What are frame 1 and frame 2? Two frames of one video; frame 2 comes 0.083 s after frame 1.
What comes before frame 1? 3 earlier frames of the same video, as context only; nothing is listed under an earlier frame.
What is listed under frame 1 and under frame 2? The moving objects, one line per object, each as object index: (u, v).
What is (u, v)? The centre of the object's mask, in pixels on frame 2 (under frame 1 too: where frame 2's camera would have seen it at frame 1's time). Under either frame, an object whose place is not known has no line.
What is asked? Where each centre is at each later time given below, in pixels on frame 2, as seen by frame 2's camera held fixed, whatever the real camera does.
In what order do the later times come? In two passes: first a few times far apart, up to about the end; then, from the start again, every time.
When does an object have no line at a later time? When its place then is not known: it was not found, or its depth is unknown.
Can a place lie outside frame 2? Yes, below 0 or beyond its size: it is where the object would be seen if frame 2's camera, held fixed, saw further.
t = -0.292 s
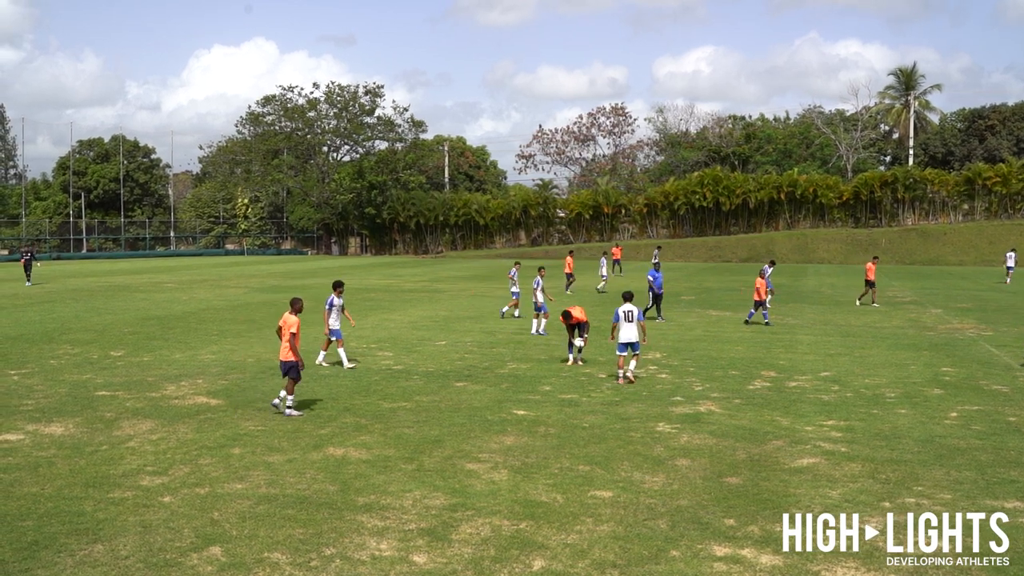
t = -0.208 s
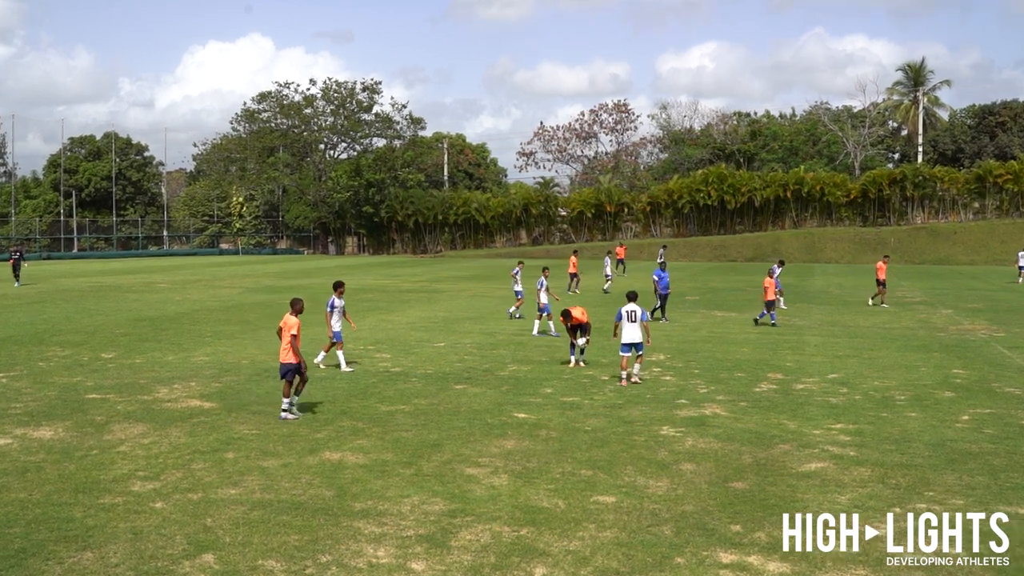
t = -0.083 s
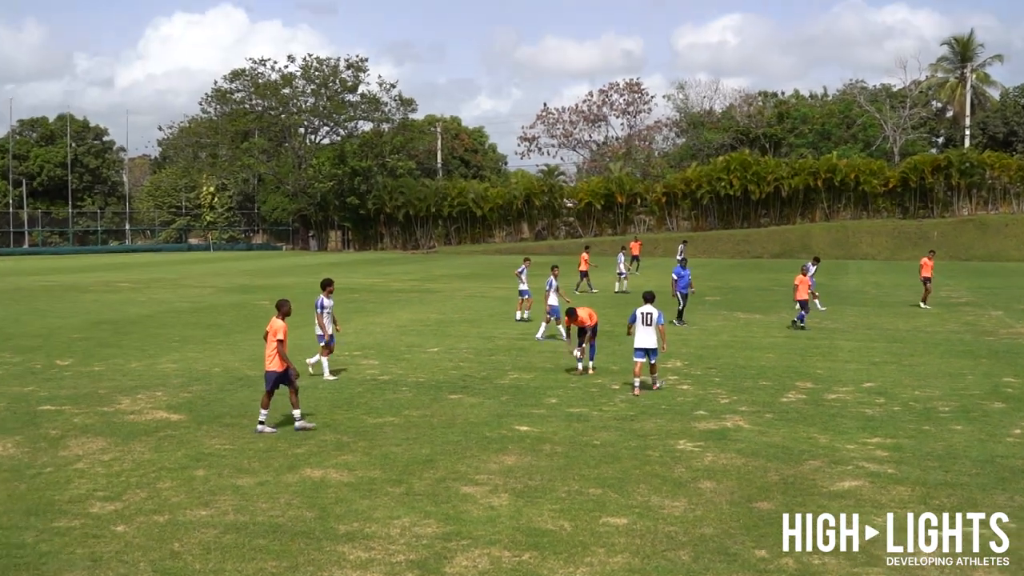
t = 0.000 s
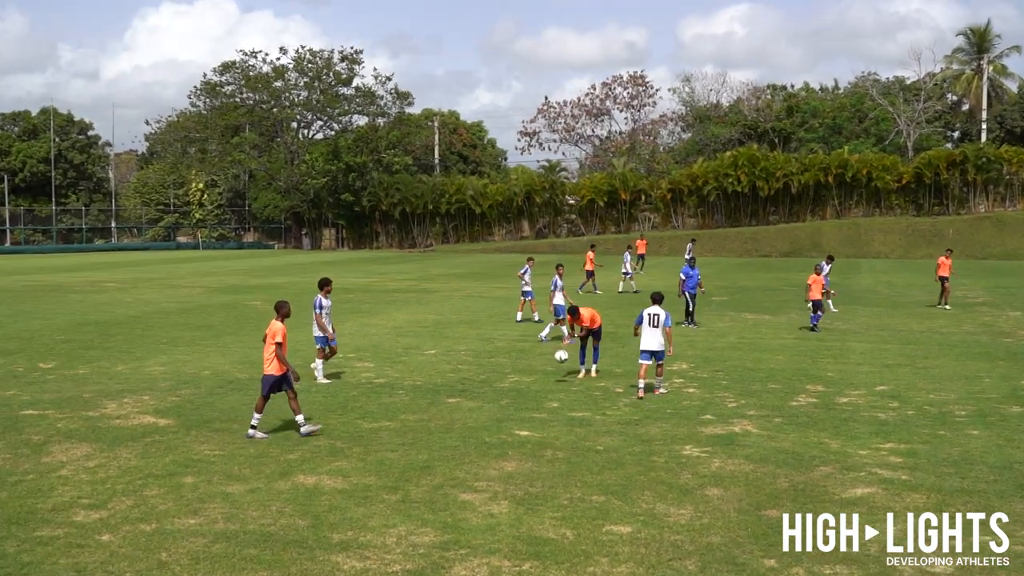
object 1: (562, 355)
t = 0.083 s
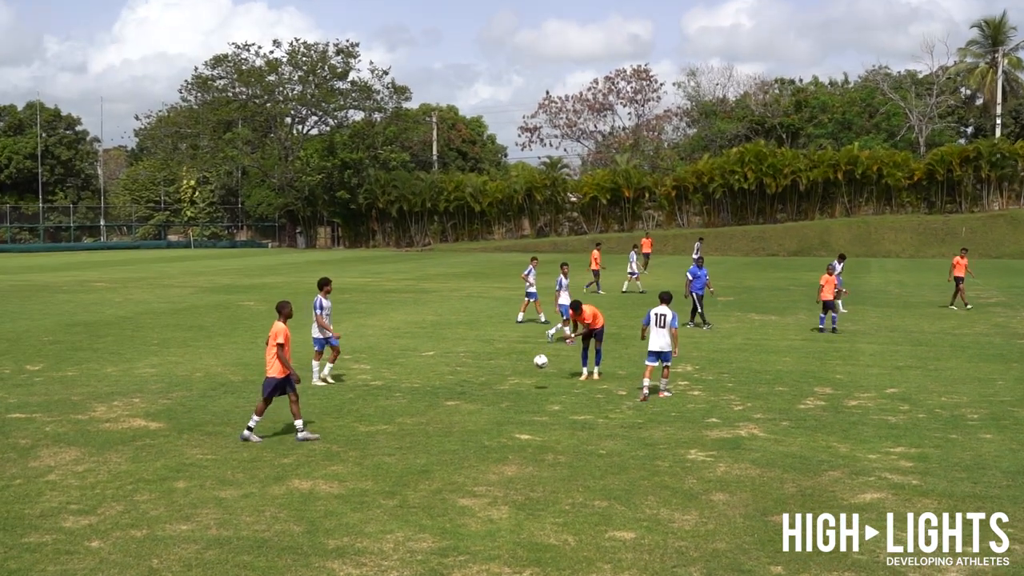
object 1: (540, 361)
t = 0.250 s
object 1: (493, 380)
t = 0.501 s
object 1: (427, 400)
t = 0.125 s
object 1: (529, 364)
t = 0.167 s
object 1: (517, 368)
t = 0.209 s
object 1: (505, 374)
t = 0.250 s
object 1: (493, 380)
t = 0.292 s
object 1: (480, 388)
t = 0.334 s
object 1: (467, 398)
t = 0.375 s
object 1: (457, 399)
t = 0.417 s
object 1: (447, 397)
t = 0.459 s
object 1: (437, 399)
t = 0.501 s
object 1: (427, 400)
